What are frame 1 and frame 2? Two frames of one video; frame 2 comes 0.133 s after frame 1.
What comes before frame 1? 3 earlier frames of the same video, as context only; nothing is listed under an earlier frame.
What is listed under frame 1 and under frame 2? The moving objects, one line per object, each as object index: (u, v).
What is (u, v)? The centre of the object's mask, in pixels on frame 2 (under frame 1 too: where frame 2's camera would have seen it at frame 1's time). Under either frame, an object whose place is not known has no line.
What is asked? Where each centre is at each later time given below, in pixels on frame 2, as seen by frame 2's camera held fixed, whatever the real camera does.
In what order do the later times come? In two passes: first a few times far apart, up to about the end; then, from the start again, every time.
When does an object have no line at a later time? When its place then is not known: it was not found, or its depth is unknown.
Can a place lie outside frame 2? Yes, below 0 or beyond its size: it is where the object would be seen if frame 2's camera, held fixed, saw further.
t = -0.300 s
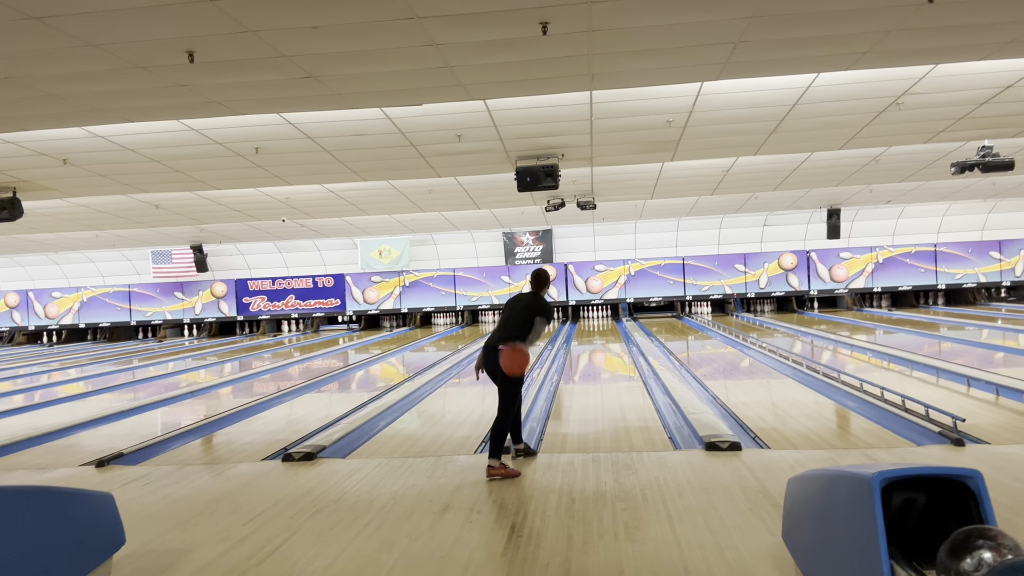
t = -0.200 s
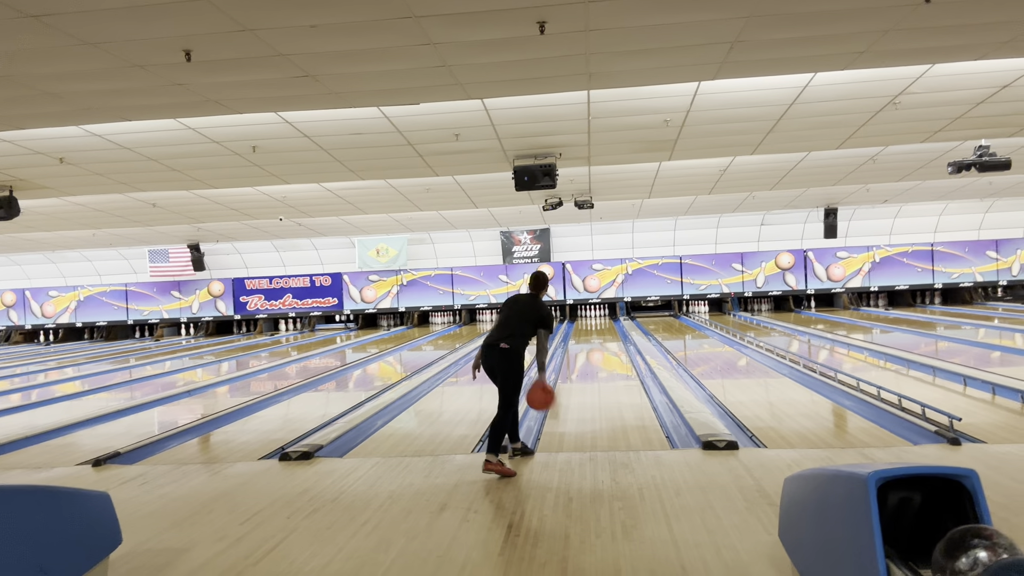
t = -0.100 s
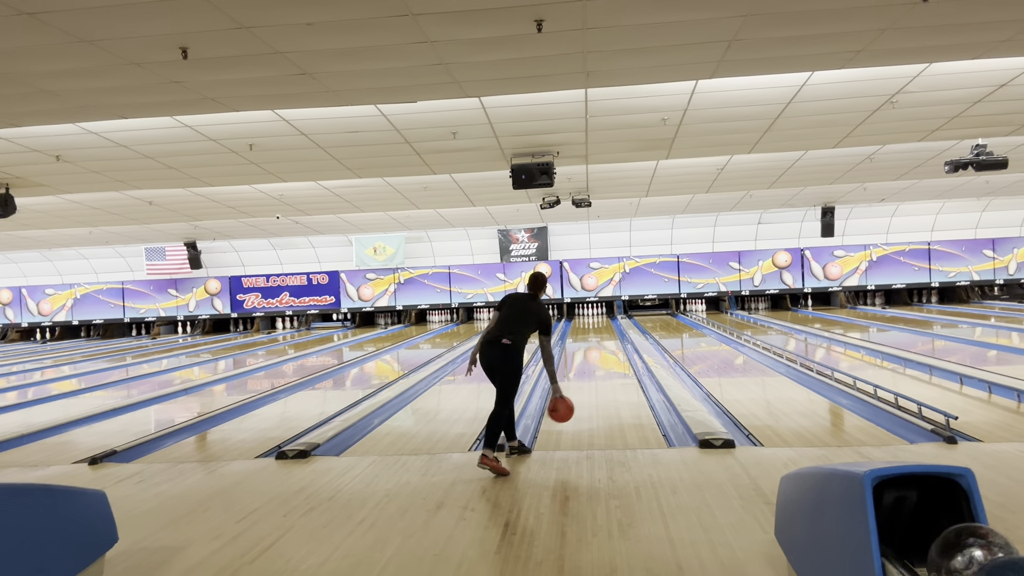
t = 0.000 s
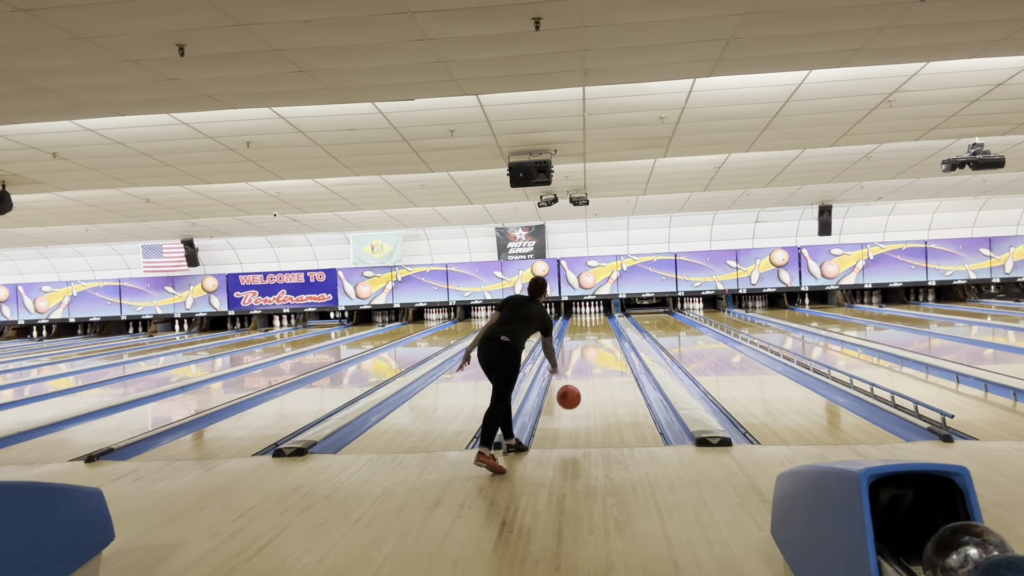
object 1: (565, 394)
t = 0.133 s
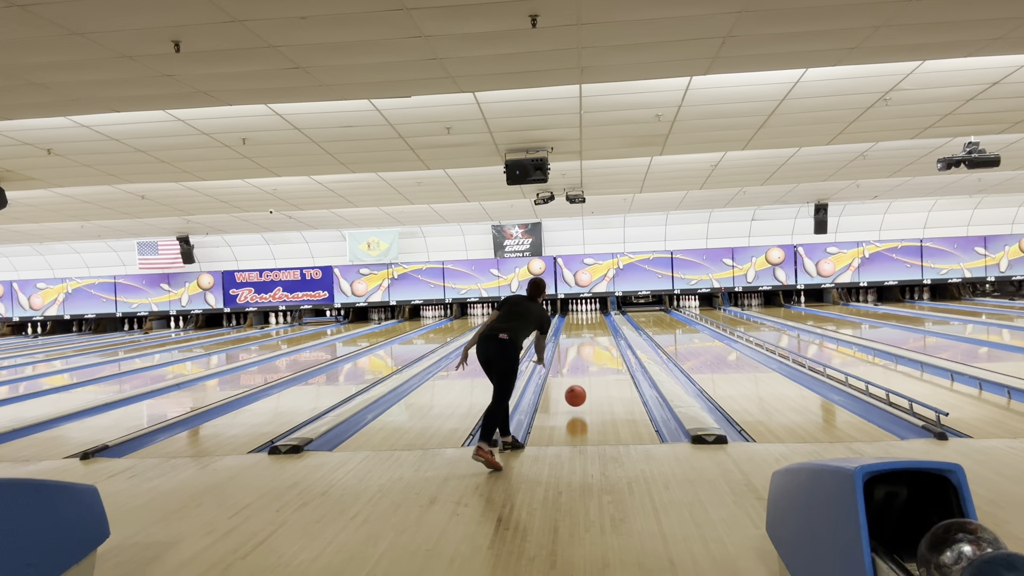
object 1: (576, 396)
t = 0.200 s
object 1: (580, 392)
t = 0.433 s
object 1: (591, 373)
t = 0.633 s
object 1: (598, 360)
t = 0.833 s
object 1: (603, 350)
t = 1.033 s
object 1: (607, 342)
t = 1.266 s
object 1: (612, 335)
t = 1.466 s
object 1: (614, 331)
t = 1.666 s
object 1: (615, 328)
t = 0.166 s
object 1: (578, 397)
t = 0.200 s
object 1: (580, 392)
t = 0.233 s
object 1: (582, 389)
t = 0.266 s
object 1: (583, 387)
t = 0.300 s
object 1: (585, 383)
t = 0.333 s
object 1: (587, 381)
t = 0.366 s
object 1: (588, 378)
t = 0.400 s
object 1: (590, 376)
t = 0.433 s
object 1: (591, 373)
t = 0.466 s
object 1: (592, 371)
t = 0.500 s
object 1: (594, 368)
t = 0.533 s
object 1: (595, 366)
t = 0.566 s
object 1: (596, 364)
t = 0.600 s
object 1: (597, 362)
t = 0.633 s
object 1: (598, 360)
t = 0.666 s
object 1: (599, 359)
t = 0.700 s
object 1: (599, 357)
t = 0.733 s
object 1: (600, 355)
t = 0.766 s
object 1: (601, 353)
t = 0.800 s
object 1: (602, 351)
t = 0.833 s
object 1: (603, 350)
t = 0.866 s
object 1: (604, 349)
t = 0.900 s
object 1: (605, 347)
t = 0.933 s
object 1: (605, 346)
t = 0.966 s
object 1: (606, 345)
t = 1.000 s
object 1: (607, 343)
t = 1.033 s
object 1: (607, 342)
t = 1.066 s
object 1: (608, 341)
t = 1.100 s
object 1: (608, 340)
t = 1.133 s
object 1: (609, 339)
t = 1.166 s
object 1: (610, 338)
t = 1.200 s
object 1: (611, 337)
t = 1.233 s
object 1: (611, 336)
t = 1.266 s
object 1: (612, 335)
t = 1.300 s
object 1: (612, 334)
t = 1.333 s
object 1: (612, 333)
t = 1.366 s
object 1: (613, 333)
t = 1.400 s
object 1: (613, 332)
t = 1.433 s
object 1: (614, 331)
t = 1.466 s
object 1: (614, 331)
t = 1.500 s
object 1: (614, 331)
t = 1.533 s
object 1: (615, 331)
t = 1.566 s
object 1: (616, 331)
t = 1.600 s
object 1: (616, 330)
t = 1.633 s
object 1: (615, 329)
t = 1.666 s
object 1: (615, 328)
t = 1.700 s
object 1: (614, 327)
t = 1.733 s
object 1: (614, 327)
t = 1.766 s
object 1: (613, 327)
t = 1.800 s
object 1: (613, 327)
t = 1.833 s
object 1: (613, 326)
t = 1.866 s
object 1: (611, 325)
